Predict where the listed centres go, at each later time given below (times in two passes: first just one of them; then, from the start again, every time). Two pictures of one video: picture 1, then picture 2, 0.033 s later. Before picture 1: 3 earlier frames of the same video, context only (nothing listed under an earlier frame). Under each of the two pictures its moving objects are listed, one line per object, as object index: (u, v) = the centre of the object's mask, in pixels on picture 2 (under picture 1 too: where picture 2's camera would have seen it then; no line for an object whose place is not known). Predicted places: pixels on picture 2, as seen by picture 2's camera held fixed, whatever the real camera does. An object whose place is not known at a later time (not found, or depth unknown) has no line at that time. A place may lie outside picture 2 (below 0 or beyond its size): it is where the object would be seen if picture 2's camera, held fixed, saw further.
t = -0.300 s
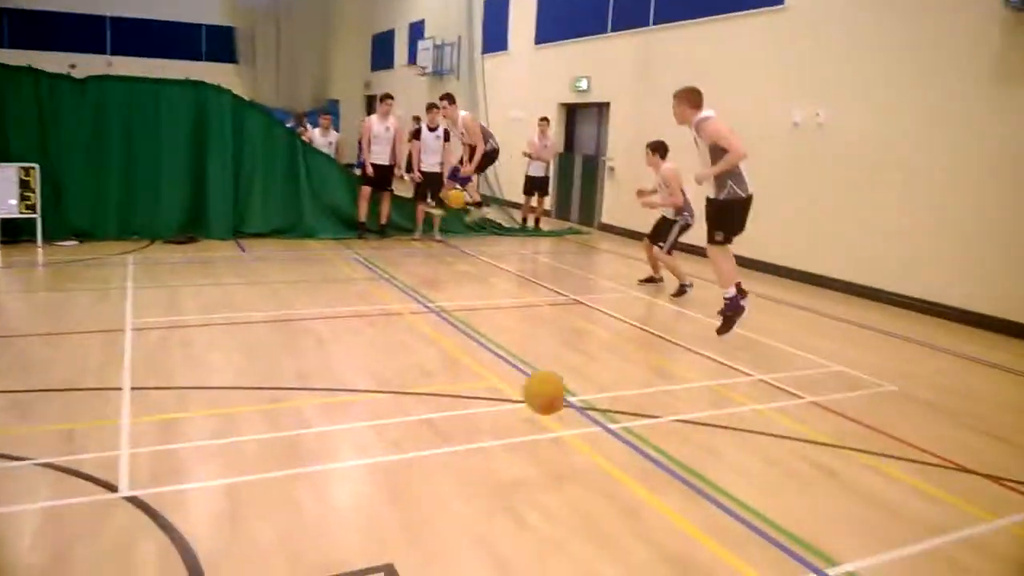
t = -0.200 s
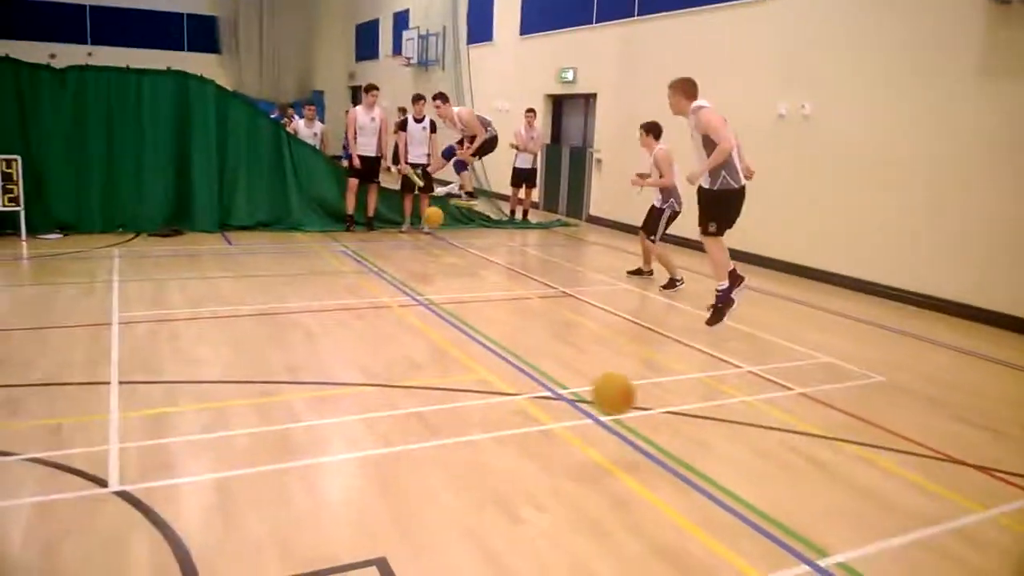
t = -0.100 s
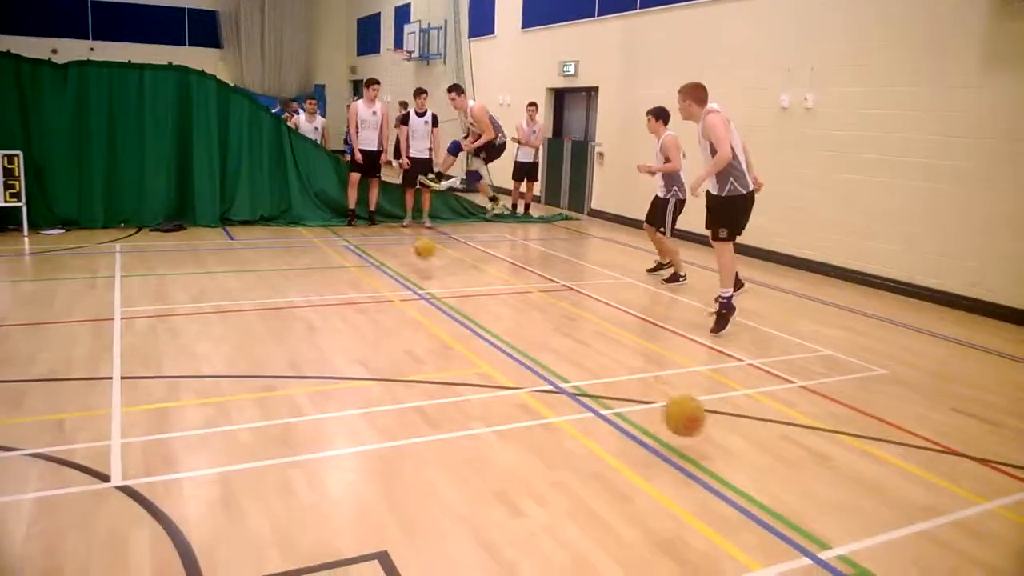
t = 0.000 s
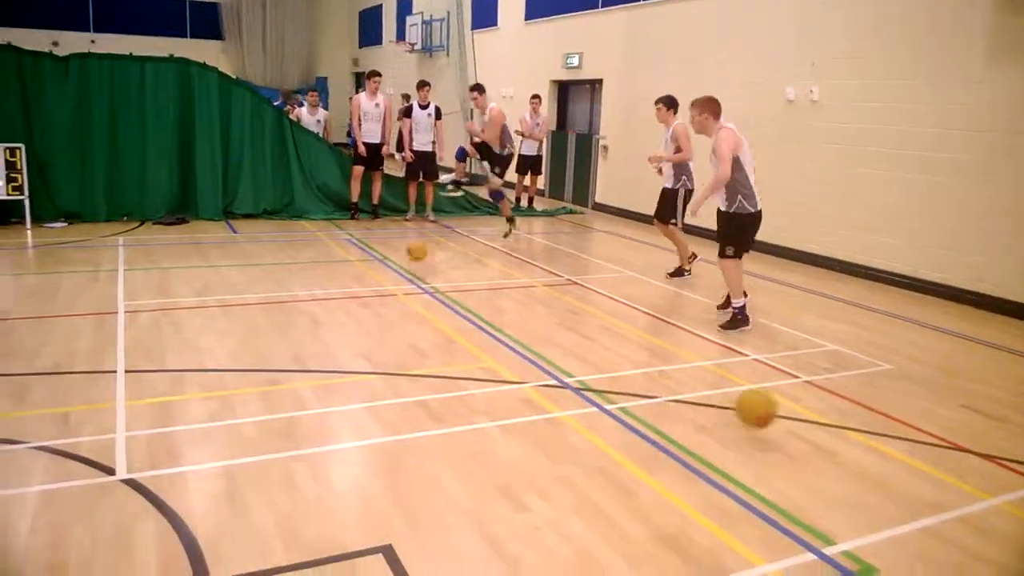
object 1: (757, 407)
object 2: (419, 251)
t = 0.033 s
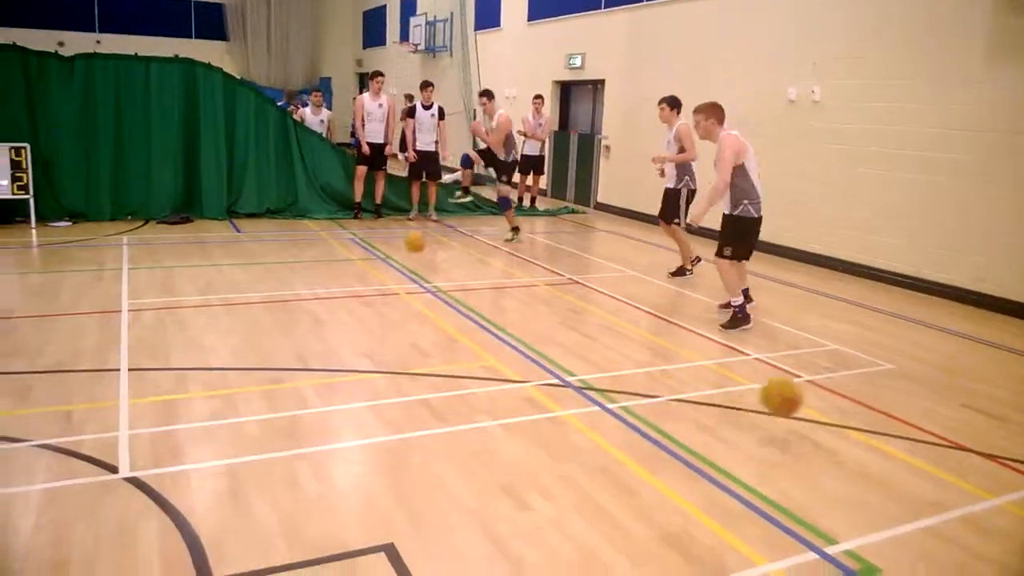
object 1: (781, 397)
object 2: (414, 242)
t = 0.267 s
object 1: (923, 375)
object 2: (385, 212)
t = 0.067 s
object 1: (804, 386)
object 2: (411, 233)
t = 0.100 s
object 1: (826, 380)
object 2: (406, 228)
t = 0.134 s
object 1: (847, 376)
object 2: (403, 222)
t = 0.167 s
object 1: (866, 371)
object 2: (397, 218)
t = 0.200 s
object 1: (886, 371)
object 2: (394, 215)
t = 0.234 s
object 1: (904, 372)
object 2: (391, 213)
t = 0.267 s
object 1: (923, 375)
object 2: (385, 212)
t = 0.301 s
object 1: (940, 379)
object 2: (380, 213)
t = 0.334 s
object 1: (958, 387)
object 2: (376, 214)
